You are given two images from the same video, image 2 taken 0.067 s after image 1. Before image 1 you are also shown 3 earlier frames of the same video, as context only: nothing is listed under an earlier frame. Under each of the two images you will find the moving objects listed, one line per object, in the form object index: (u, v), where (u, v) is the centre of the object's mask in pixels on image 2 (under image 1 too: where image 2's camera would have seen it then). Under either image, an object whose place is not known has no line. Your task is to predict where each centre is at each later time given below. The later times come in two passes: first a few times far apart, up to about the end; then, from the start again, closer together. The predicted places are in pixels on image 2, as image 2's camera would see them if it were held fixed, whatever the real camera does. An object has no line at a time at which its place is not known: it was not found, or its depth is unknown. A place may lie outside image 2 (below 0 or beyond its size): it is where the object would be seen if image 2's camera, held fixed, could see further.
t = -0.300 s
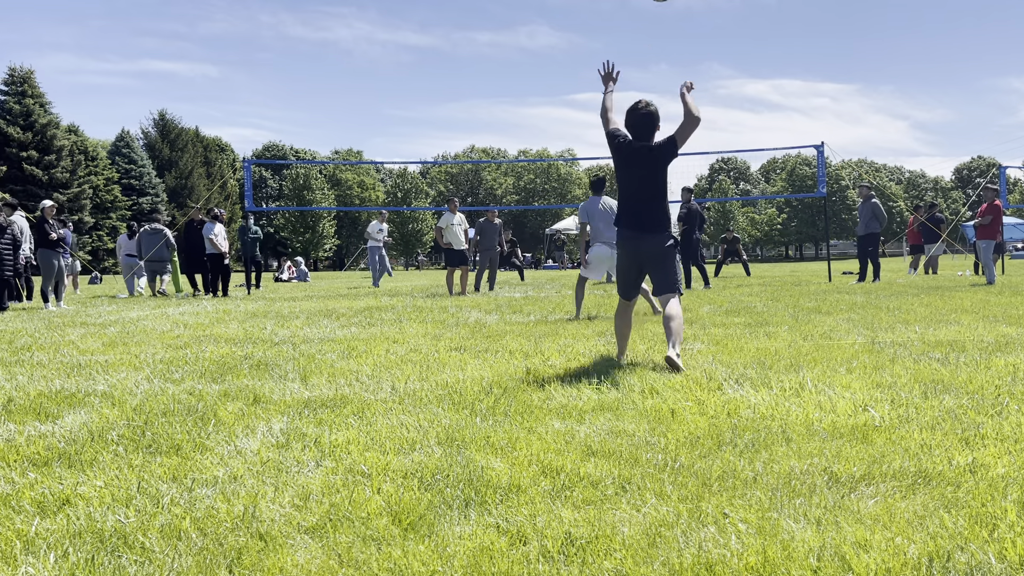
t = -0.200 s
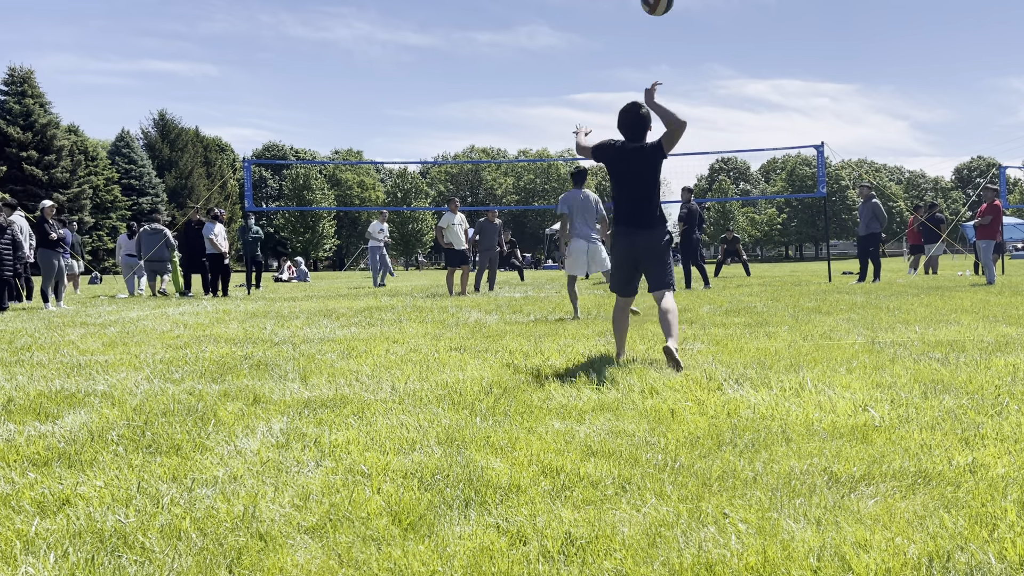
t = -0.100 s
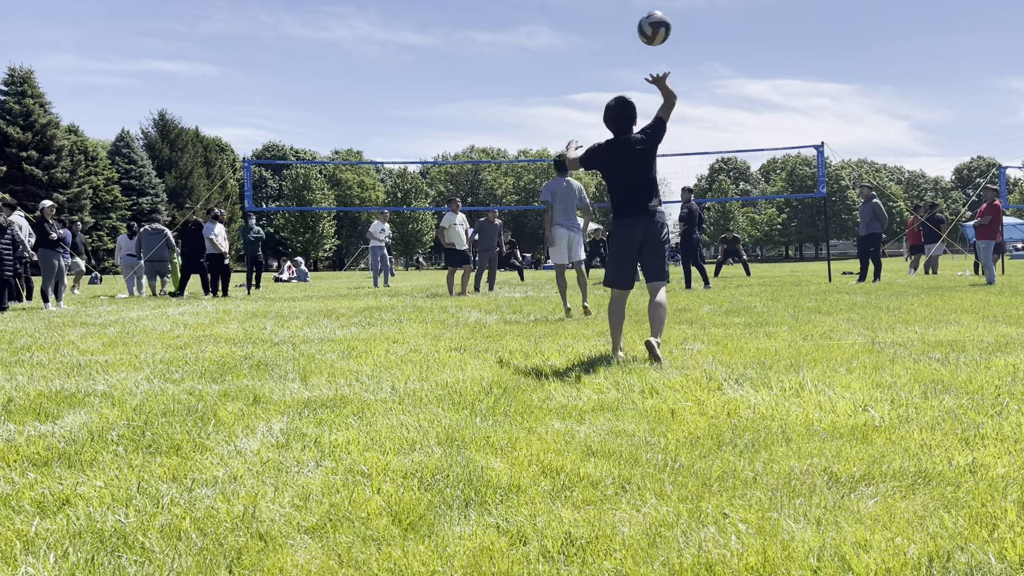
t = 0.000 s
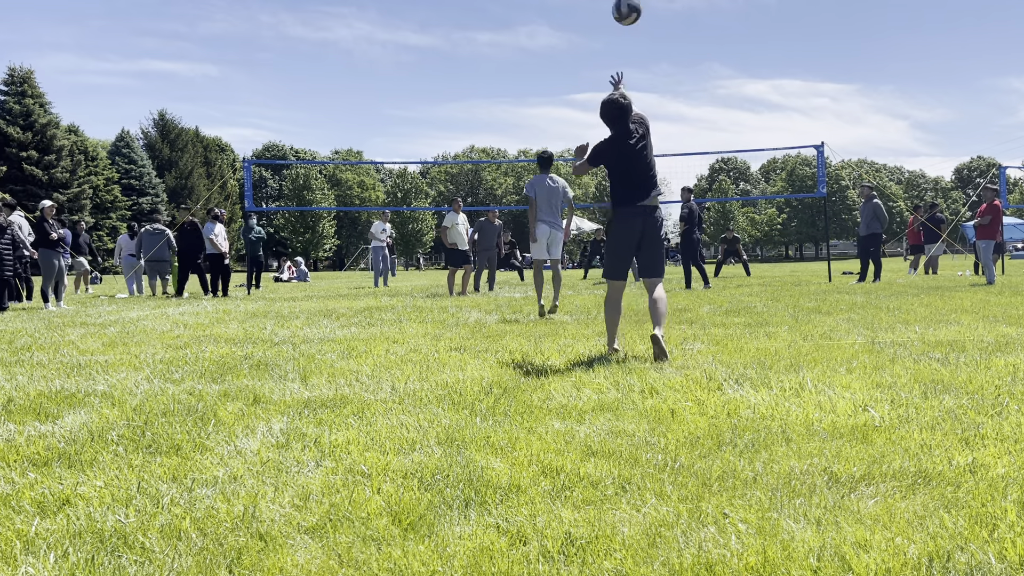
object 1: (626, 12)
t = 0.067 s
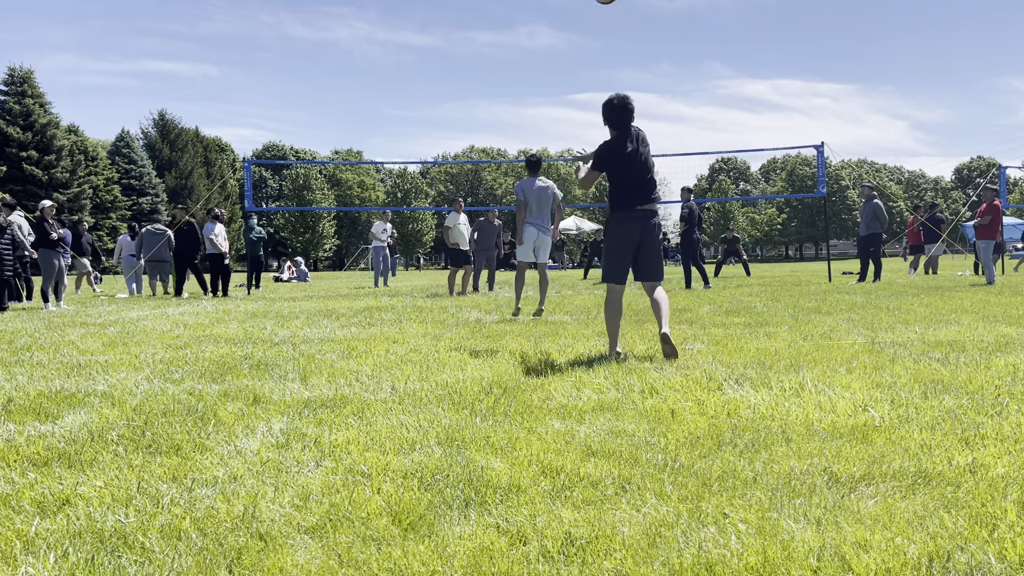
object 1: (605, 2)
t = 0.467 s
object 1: (535, 6)
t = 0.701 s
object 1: (519, 64)
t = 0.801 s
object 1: (514, 93)
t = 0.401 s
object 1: (542, 1)
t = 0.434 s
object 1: (539, 3)
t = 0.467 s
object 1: (535, 6)
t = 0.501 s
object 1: (533, 12)
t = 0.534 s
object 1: (530, 20)
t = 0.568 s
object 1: (527, 28)
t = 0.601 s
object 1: (525, 36)
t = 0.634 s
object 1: (522, 45)
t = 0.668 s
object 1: (520, 54)
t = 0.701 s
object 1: (519, 64)
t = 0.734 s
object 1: (517, 73)
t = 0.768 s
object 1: (515, 83)
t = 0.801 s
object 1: (514, 93)
